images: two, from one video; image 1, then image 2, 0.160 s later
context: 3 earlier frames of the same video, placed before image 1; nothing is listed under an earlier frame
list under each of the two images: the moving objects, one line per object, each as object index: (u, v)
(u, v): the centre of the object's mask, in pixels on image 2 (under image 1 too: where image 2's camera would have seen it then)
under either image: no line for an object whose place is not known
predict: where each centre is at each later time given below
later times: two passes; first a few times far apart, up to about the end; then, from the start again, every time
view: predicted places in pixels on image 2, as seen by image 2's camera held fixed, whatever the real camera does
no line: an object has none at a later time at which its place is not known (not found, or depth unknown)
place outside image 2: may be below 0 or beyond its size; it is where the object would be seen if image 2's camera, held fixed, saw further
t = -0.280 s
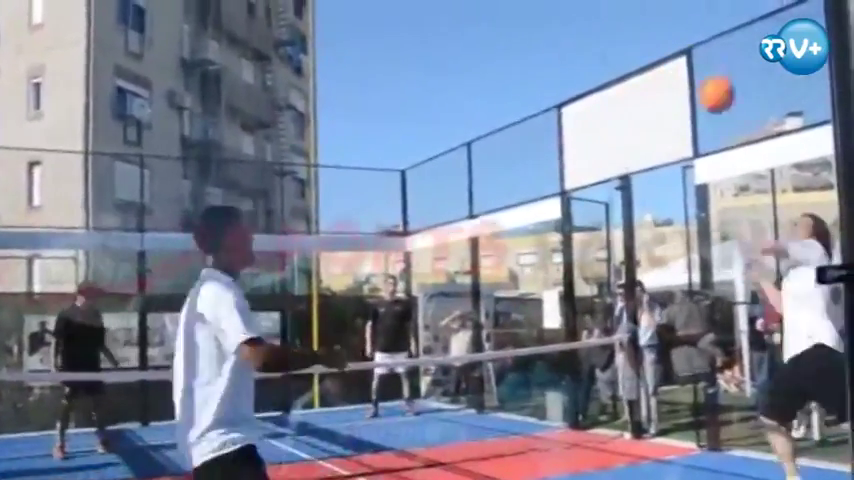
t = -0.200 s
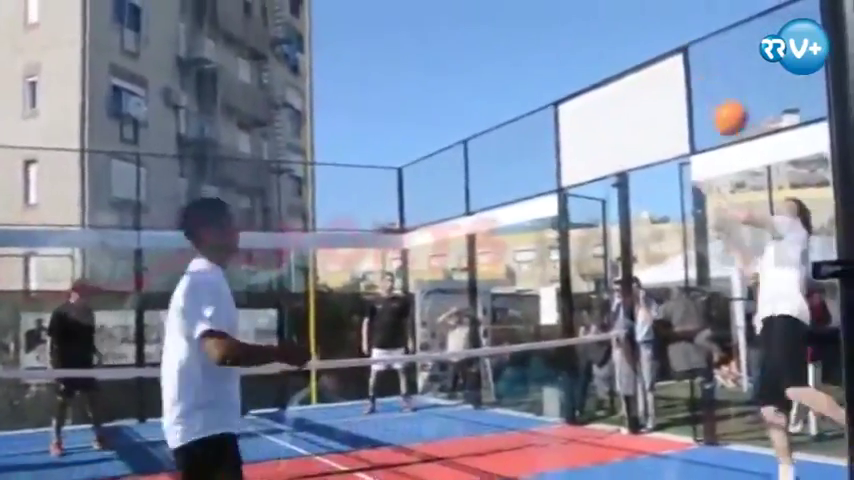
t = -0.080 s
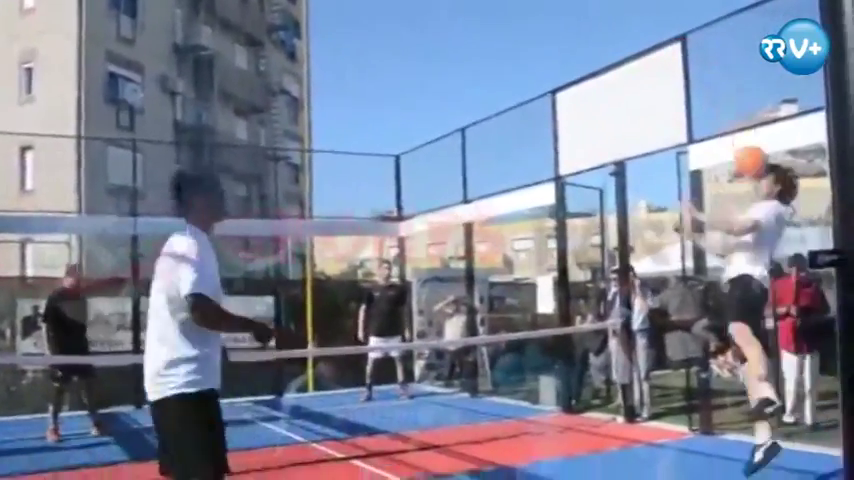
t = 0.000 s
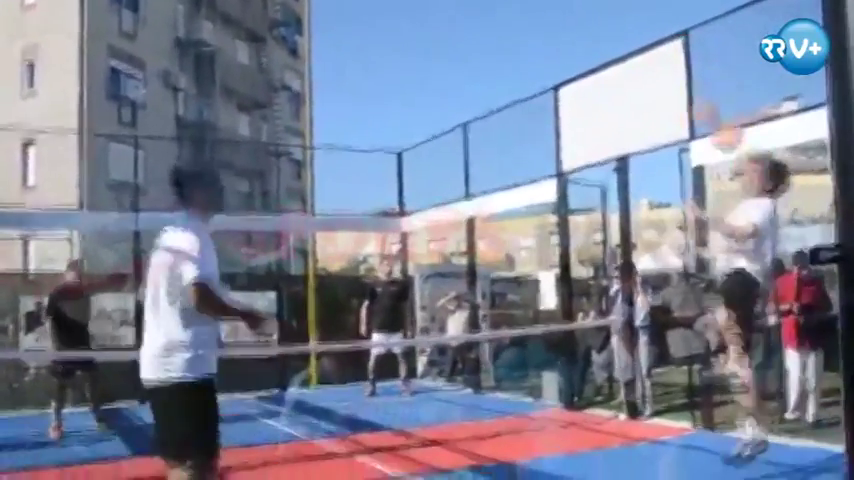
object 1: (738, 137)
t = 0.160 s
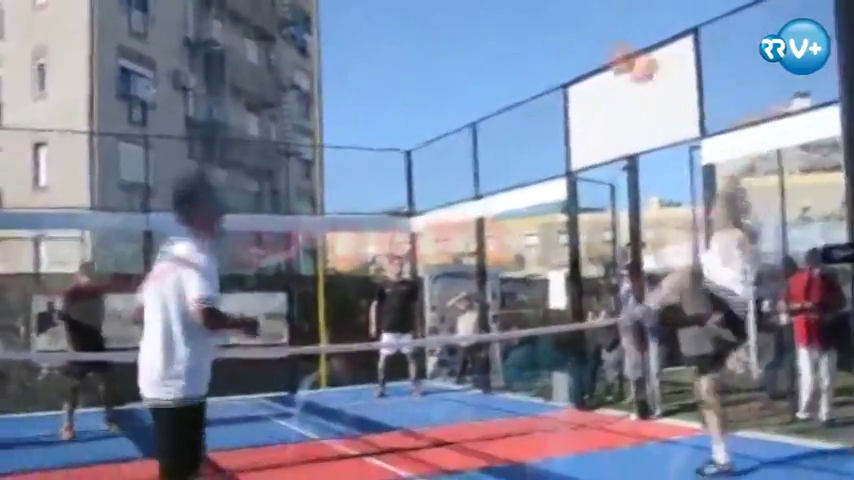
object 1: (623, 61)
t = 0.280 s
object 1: (567, 46)
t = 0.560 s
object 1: (433, 85)
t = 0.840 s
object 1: (303, 240)
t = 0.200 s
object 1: (602, 53)
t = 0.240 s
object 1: (582, 48)
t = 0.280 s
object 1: (567, 46)
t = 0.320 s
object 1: (545, 46)
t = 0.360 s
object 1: (525, 48)
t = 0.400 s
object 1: (505, 51)
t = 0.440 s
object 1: (493, 54)
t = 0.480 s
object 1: (471, 62)
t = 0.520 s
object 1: (451, 72)
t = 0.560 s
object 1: (433, 85)
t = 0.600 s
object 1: (413, 101)
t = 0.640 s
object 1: (395, 118)
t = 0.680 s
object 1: (375, 137)
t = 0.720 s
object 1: (357, 160)
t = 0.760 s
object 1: (341, 185)
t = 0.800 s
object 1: (322, 211)
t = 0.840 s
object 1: (303, 240)
